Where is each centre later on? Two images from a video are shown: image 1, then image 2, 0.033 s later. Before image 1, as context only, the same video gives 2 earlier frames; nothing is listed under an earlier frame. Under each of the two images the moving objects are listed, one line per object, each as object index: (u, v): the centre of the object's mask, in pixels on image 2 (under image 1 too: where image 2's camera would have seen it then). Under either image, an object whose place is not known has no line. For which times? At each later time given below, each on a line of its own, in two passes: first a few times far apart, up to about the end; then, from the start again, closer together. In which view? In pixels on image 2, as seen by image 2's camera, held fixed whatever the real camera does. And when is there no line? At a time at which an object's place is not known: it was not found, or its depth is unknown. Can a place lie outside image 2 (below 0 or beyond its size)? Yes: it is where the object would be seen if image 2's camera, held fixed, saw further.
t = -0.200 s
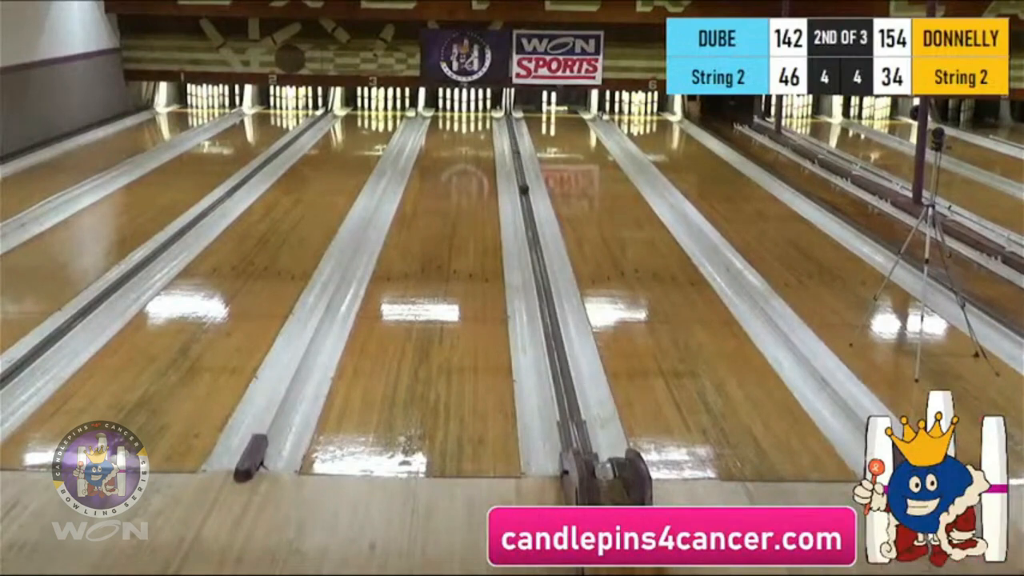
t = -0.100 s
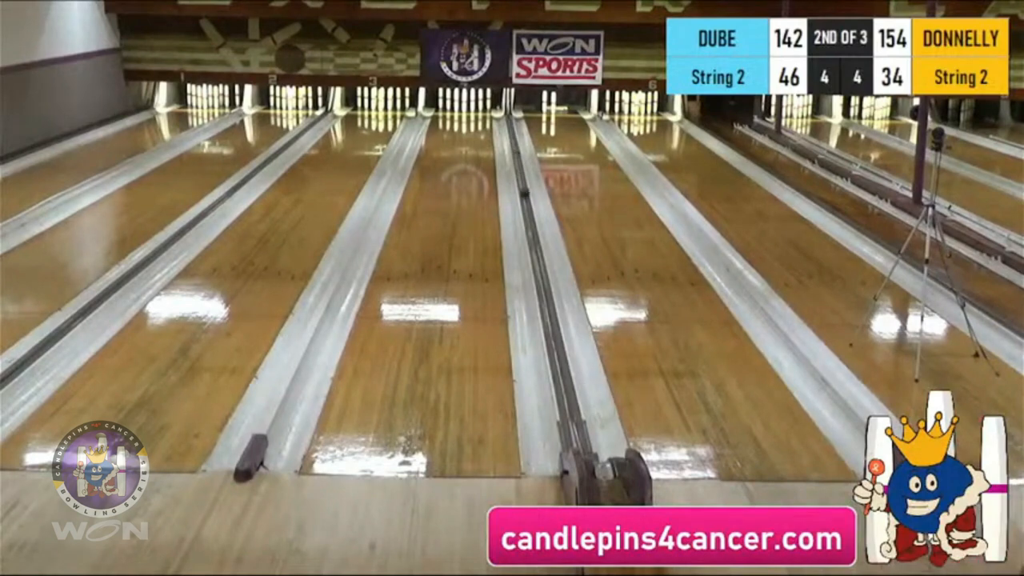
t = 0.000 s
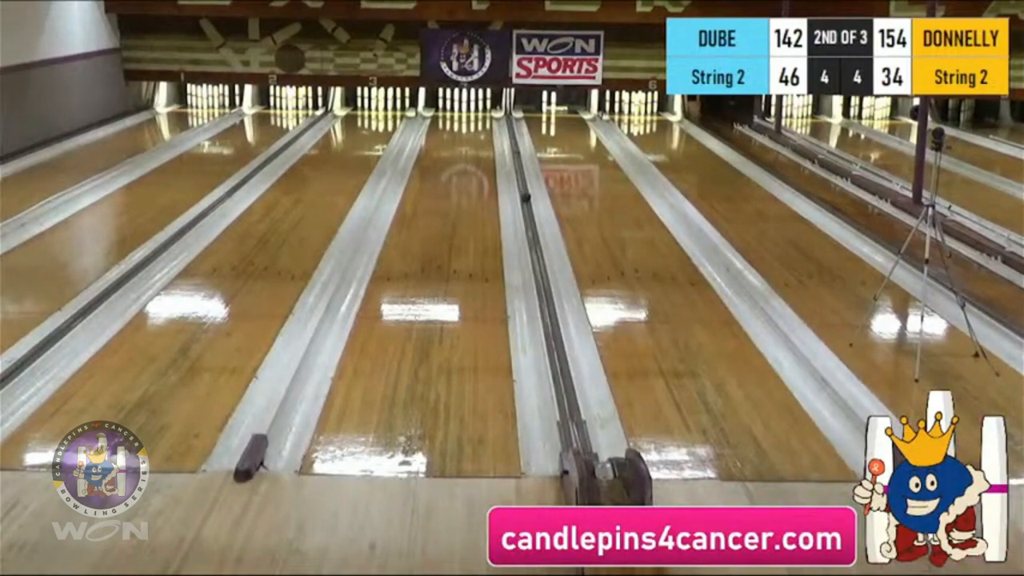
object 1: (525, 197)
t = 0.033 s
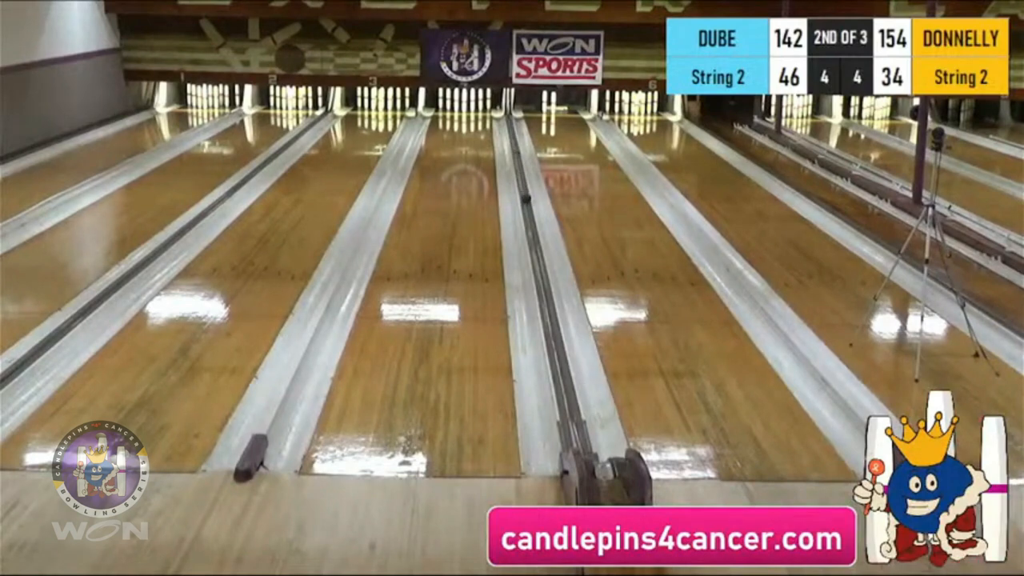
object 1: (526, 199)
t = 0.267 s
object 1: (527, 209)
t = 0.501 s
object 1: (530, 220)
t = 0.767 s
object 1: (533, 234)
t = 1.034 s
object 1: (537, 249)
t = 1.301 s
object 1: (541, 268)
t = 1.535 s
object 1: (544, 285)
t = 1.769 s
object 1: (549, 307)
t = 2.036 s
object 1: (554, 333)
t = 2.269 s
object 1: (560, 358)
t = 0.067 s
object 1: (526, 200)
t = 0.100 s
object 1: (526, 202)
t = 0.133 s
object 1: (527, 203)
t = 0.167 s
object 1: (527, 205)
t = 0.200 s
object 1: (527, 206)
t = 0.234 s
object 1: (527, 207)
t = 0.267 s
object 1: (527, 209)
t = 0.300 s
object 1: (528, 210)
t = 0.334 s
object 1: (528, 213)
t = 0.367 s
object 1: (529, 213)
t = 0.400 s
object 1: (529, 215)
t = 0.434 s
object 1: (530, 217)
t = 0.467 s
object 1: (530, 219)
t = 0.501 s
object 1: (530, 220)
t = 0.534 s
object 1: (531, 222)
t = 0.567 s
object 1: (531, 224)
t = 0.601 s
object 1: (531, 225)
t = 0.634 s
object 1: (532, 227)
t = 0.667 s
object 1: (532, 229)
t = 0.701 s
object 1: (532, 230)
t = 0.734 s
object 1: (533, 231)
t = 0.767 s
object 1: (533, 234)
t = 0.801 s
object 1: (534, 236)
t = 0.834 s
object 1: (534, 238)
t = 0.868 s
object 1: (534, 240)
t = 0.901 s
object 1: (535, 241)
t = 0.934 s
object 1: (535, 243)
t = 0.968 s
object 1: (536, 245)
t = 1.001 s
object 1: (536, 247)
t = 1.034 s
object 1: (537, 249)
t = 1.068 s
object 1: (537, 251)
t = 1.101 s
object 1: (537, 254)
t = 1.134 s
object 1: (538, 256)
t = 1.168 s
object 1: (538, 258)
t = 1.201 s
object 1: (539, 260)
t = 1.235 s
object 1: (539, 262)
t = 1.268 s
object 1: (540, 264)
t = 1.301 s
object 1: (541, 268)
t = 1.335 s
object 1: (541, 269)
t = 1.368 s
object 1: (541, 271)
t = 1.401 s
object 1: (542, 274)
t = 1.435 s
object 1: (543, 277)
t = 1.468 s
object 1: (543, 279)
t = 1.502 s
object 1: (544, 282)
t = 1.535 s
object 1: (544, 285)
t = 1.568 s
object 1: (545, 287)
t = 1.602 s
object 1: (545, 290)
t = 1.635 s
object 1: (546, 295)
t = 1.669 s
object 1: (547, 298)
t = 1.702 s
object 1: (548, 301)
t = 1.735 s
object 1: (548, 304)
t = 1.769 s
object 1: (549, 307)
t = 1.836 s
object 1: (549, 309)
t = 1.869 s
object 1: (550, 315)
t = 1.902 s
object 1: (551, 320)
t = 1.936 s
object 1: (552, 323)
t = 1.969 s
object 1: (553, 326)
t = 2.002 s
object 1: (553, 329)
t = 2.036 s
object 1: (554, 333)
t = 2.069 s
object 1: (555, 336)
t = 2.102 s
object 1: (556, 340)
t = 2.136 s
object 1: (556, 343)
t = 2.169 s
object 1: (557, 348)
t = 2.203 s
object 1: (558, 352)
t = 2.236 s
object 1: (559, 354)
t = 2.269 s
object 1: (560, 358)
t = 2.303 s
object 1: (561, 363)
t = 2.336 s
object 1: (562, 367)
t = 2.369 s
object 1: (563, 371)
